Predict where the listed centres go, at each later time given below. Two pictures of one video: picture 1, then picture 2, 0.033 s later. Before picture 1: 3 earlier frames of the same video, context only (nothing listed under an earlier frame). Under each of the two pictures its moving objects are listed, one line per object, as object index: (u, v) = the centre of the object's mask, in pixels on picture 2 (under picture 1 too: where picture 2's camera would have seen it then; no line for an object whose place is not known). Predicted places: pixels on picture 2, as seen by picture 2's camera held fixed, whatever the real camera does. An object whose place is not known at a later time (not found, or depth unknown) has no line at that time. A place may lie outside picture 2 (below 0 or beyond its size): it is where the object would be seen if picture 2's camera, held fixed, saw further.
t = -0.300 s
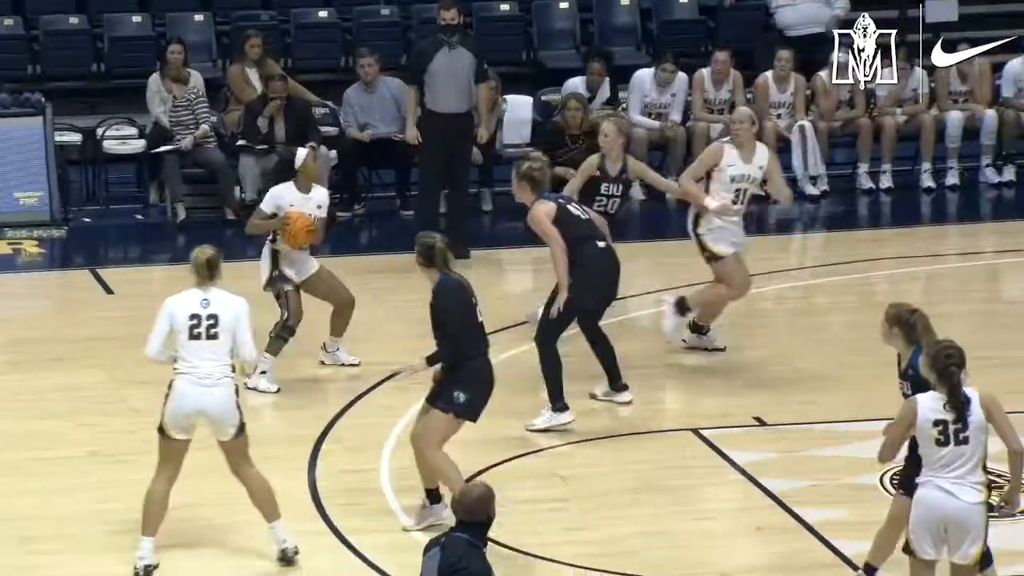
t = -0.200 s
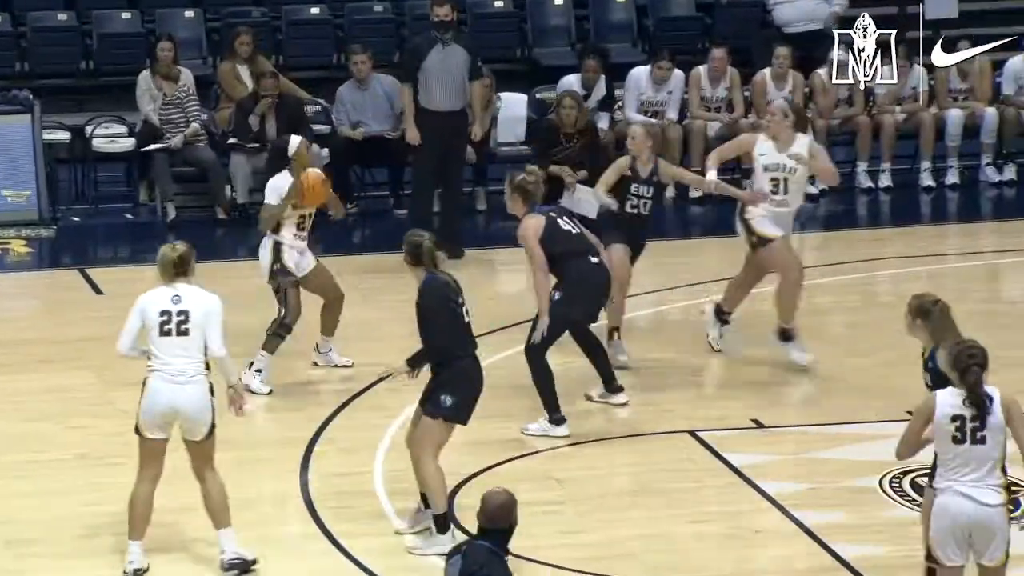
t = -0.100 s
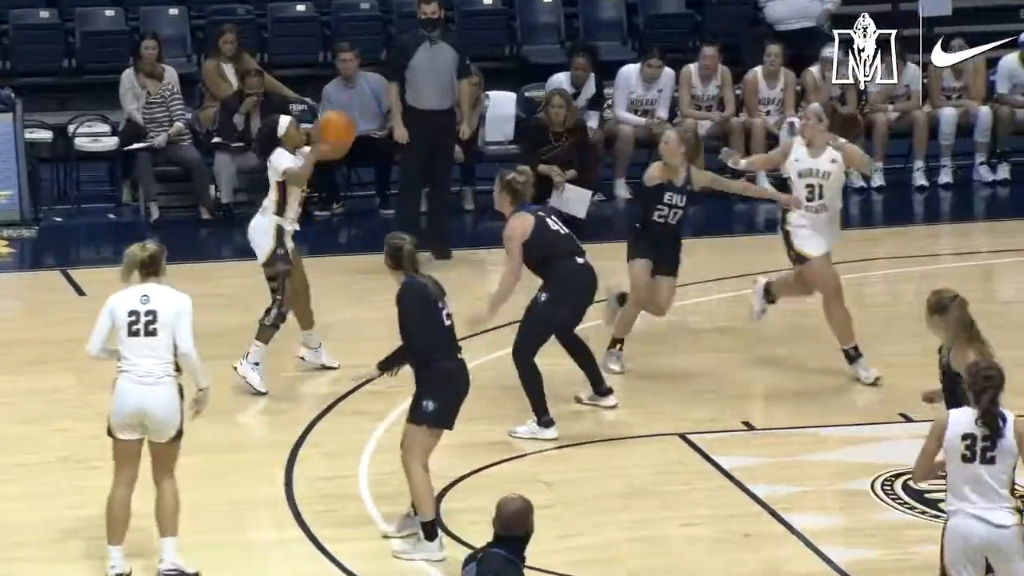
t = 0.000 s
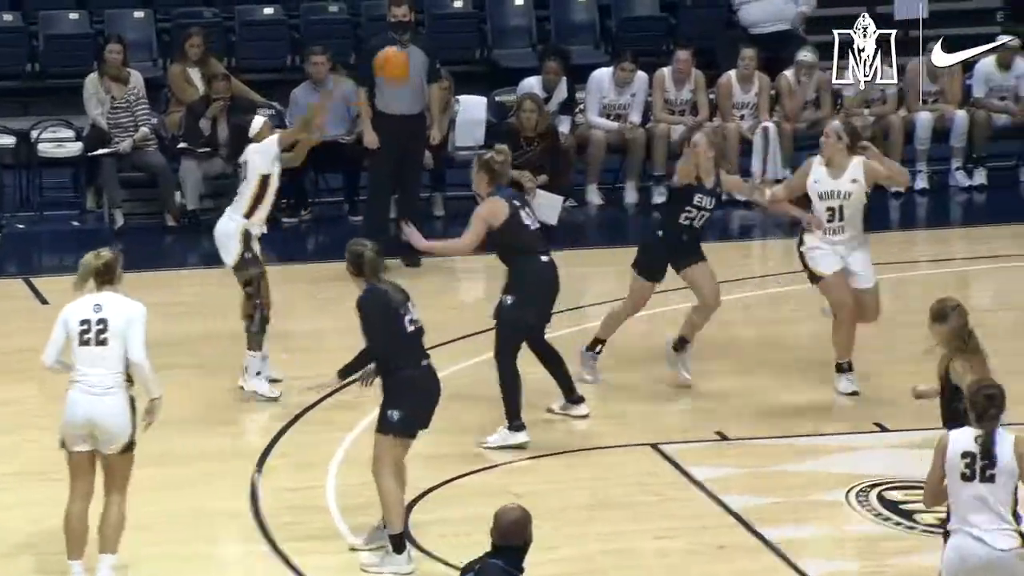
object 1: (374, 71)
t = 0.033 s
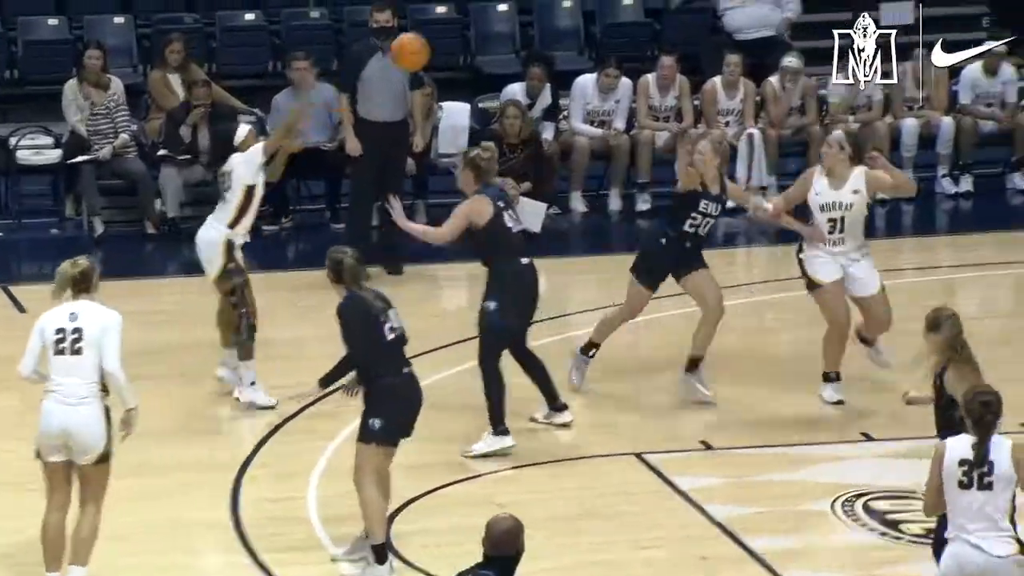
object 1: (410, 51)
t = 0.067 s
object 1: (444, 34)
